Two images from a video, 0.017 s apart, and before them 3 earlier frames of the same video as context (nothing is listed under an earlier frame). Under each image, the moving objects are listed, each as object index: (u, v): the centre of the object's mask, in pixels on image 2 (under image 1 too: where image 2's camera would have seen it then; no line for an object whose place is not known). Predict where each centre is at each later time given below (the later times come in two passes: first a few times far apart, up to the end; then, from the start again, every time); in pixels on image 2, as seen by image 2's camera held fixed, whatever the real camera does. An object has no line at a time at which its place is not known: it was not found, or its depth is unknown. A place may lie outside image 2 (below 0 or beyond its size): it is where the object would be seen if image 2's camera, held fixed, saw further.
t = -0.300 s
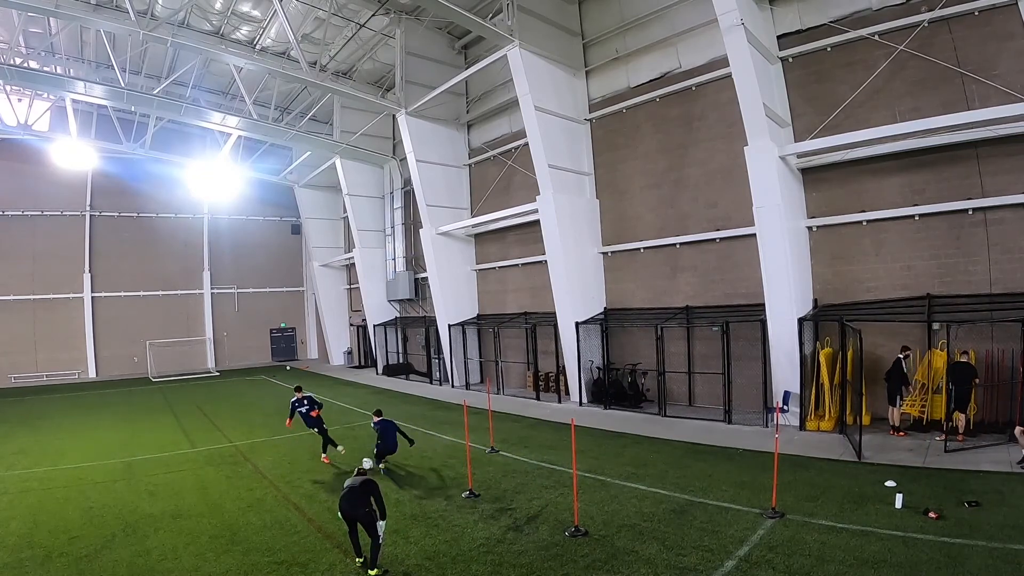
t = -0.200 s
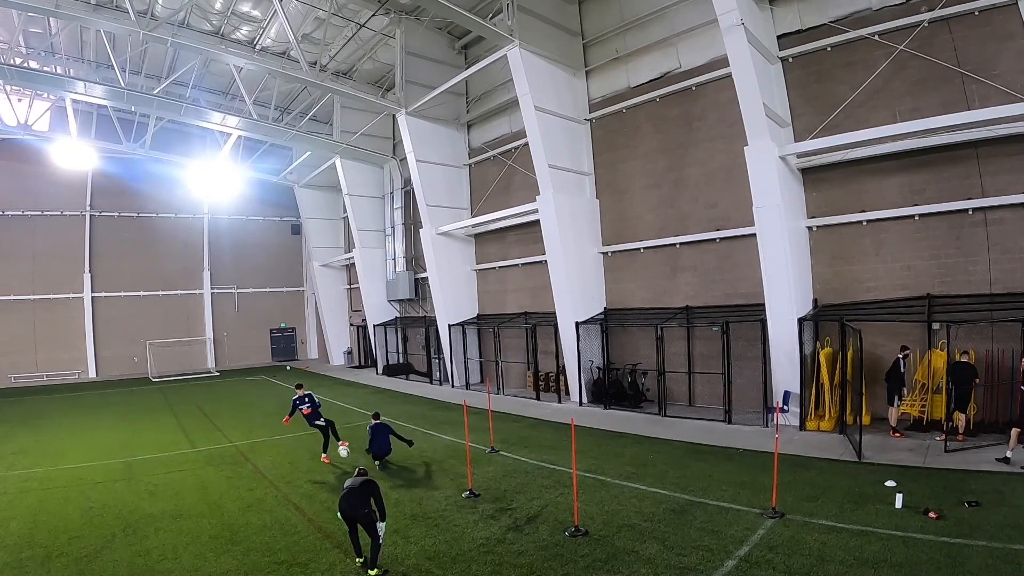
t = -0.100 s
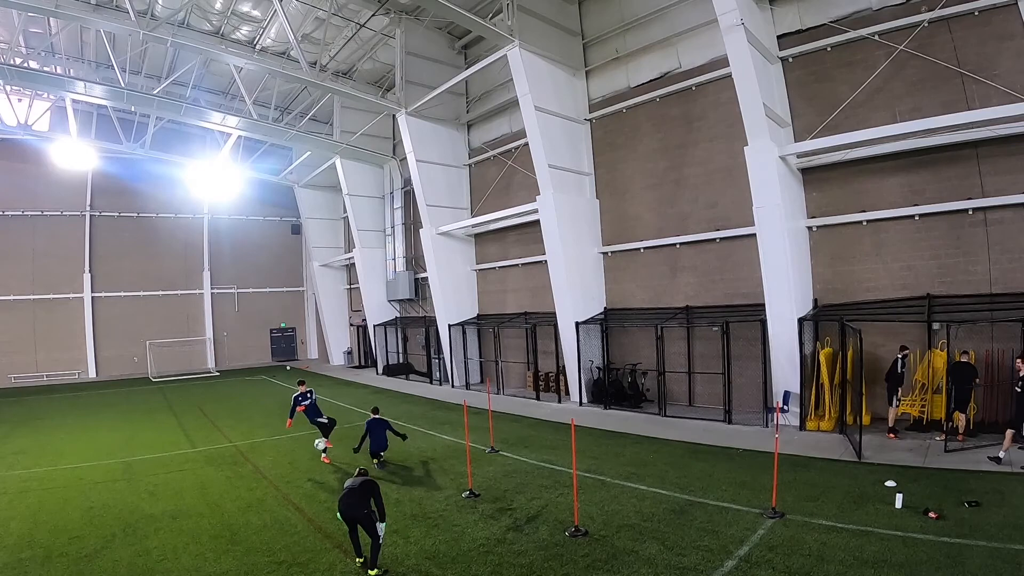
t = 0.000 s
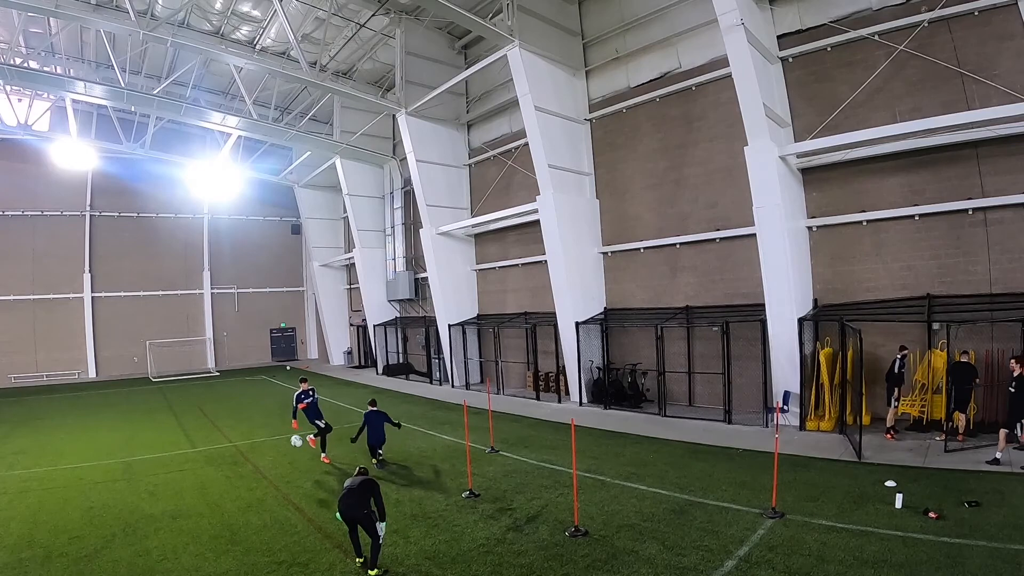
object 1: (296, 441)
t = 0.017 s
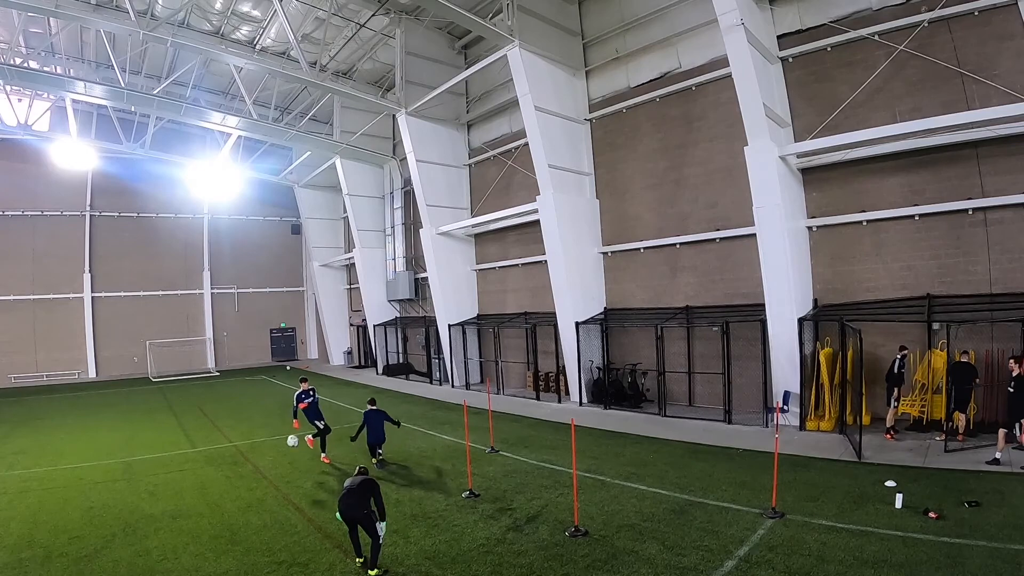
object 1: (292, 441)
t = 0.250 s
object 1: (241, 456)
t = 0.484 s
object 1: (192, 482)
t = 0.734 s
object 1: (136, 480)
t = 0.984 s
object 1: (85, 496)
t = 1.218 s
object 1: (39, 502)
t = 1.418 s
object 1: (5, 505)
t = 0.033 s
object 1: (288, 441)
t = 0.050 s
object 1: (284, 442)
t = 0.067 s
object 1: (281, 442)
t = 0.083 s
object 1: (277, 442)
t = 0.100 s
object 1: (274, 443)
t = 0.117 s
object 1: (270, 444)
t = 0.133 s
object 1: (266, 445)
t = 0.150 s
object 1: (262, 446)
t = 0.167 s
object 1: (259, 447)
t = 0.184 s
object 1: (255, 449)
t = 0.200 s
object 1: (251, 450)
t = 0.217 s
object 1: (247, 452)
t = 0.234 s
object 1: (244, 454)
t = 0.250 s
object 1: (241, 456)
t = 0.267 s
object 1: (237, 458)
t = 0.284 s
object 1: (234, 460)
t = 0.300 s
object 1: (230, 463)
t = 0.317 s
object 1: (227, 465)
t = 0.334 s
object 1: (224, 468)
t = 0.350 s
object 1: (220, 470)
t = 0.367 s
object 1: (217, 473)
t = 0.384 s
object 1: (213, 477)
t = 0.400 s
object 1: (211, 480)
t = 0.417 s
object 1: (207, 485)
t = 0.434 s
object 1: (204, 487)
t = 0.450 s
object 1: (200, 485)
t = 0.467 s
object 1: (196, 484)
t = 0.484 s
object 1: (192, 482)
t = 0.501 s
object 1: (188, 481)
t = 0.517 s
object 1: (184, 480)
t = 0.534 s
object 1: (180, 479)
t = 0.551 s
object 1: (176, 478)
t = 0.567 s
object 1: (173, 478)
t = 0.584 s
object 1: (169, 477)
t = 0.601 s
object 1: (165, 477)
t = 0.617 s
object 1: (161, 477)
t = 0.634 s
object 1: (158, 477)
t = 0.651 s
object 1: (154, 477)
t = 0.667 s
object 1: (150, 477)
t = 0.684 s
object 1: (146, 478)
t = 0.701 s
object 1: (143, 478)
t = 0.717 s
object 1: (139, 479)
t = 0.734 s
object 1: (136, 480)
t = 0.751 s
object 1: (132, 481)
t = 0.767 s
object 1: (129, 482)
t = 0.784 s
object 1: (125, 483)
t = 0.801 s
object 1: (122, 485)
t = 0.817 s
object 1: (118, 486)
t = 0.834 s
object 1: (115, 488)
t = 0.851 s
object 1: (112, 490)
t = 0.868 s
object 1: (108, 492)
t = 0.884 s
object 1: (105, 494)
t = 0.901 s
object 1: (102, 497)
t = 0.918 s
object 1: (99, 498)
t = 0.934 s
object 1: (95, 497)
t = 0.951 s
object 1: (91, 497)
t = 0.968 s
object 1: (88, 496)
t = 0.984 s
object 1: (85, 496)
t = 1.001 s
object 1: (81, 495)
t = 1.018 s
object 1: (77, 495)
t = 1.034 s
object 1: (74, 495)
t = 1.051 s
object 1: (71, 495)
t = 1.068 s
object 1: (68, 496)
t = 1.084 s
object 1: (64, 496)
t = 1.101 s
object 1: (61, 497)
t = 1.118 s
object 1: (58, 497)
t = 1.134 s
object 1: (55, 499)
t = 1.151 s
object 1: (52, 500)
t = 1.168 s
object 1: (48, 501)
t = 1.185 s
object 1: (45, 503)
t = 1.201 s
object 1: (42, 502)
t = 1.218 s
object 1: (39, 502)
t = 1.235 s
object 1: (36, 502)
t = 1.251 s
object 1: (33, 502)
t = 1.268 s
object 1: (30, 501)
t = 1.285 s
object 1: (27, 502)
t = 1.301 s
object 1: (24, 502)
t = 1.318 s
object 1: (21, 502)
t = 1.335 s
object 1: (18, 503)
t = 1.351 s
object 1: (15, 504)
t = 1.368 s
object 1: (12, 504)
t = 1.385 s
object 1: (10, 505)
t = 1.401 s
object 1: (6, 505)
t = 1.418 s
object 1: (5, 505)
